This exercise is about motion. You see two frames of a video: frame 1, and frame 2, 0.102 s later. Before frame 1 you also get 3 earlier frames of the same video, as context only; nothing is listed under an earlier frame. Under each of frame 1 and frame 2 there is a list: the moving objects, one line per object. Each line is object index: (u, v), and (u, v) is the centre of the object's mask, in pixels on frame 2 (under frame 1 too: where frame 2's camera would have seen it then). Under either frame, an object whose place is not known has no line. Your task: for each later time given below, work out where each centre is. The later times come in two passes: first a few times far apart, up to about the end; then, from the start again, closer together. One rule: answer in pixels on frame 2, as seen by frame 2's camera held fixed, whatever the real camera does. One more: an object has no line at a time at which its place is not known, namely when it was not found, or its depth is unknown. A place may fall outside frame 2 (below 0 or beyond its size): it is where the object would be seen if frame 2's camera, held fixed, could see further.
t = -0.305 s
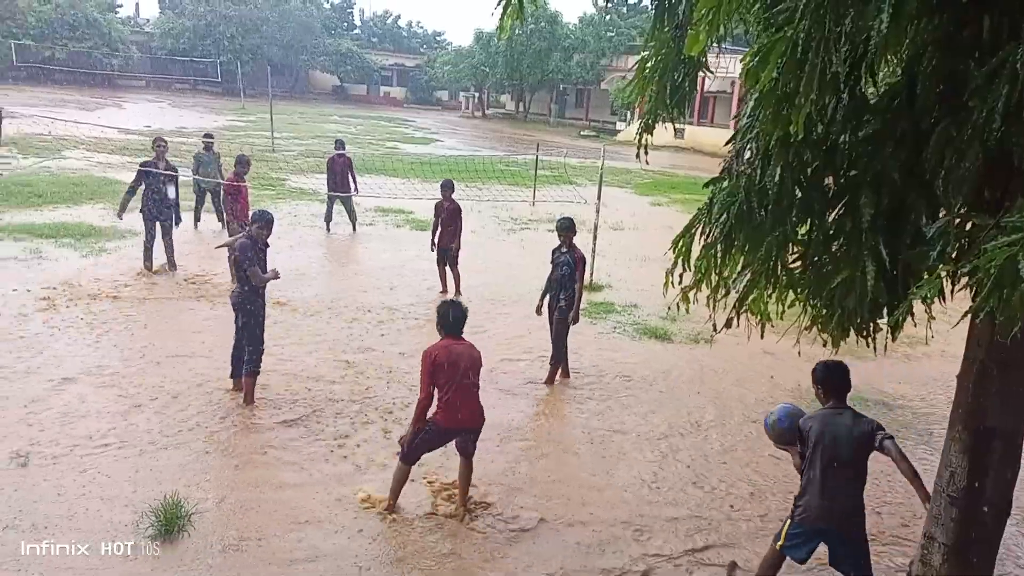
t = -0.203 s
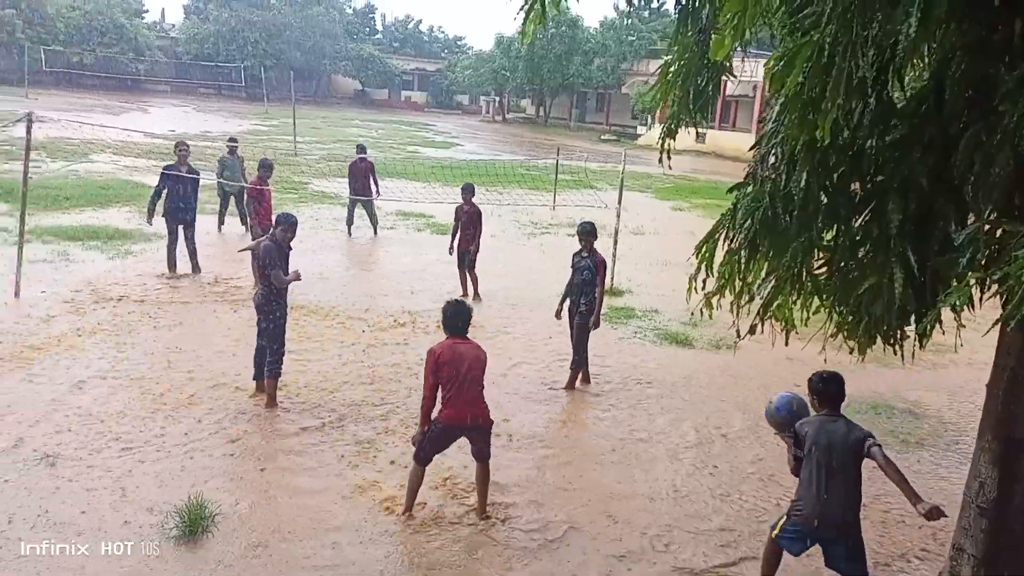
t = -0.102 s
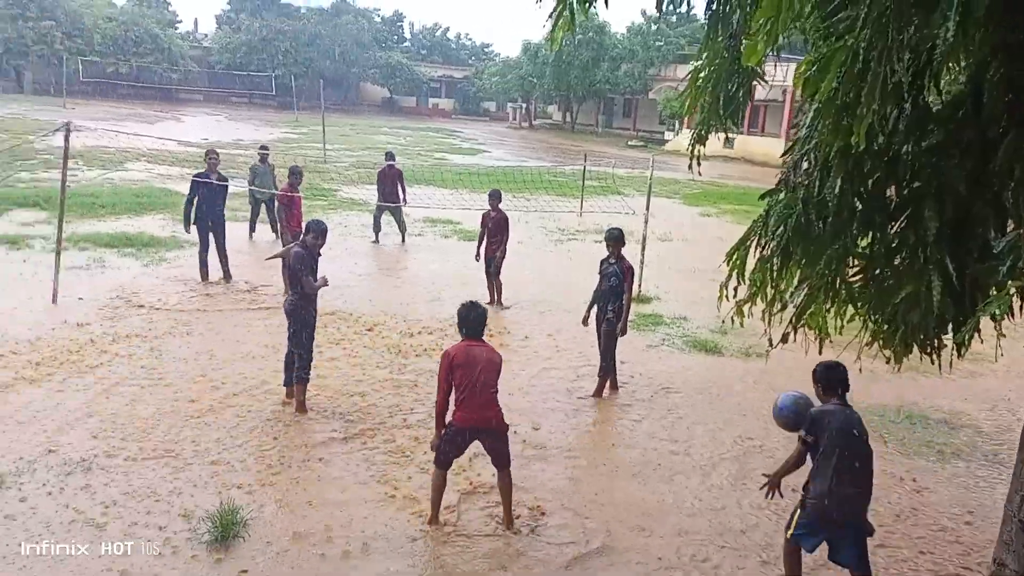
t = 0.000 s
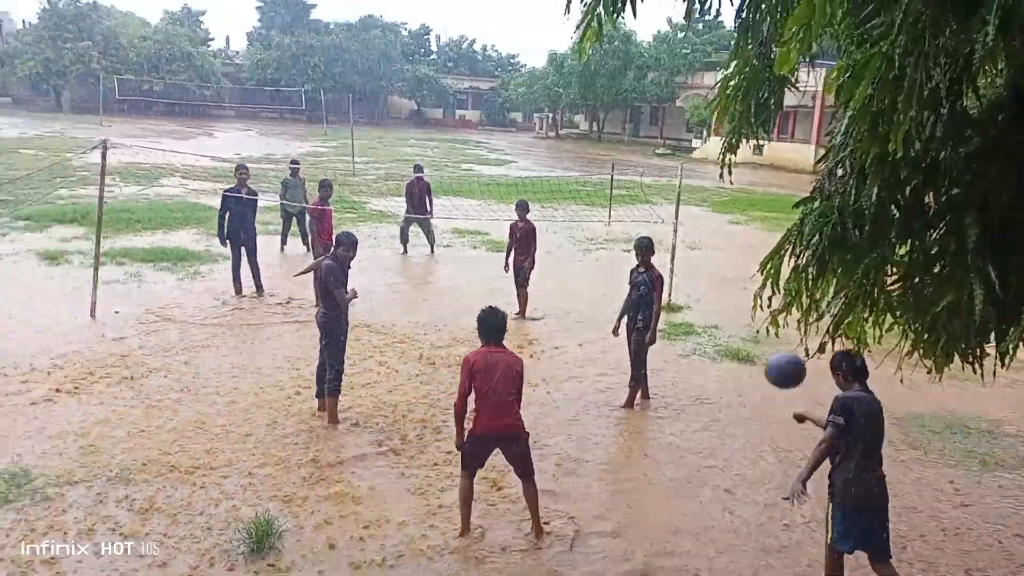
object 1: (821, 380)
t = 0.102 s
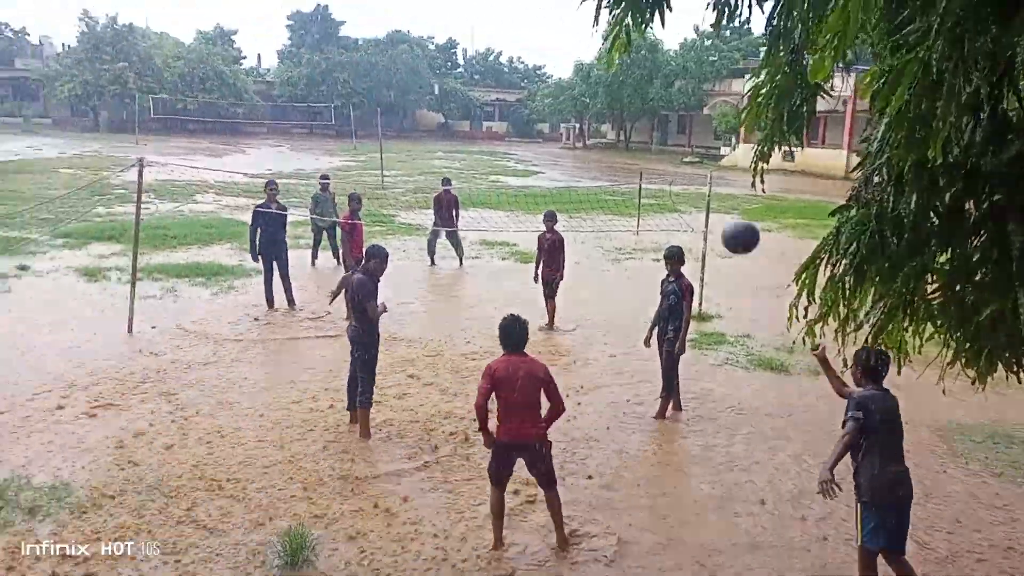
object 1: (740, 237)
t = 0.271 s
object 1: (637, 72)
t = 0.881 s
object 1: (416, -47)
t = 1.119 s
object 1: (370, 13)
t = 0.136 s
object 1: (717, 198)
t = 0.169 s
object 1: (695, 161)
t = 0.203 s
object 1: (674, 128)
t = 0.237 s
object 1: (654, 99)
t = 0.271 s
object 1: (637, 72)
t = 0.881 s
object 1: (416, -47)
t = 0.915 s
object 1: (409, -41)
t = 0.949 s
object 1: (402, -33)
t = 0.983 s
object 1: (396, -26)
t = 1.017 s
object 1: (388, -17)
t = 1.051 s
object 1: (380, -8)
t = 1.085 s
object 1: (374, 3)
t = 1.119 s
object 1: (370, 13)
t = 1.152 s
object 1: (364, 24)
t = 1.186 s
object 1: (358, 35)
